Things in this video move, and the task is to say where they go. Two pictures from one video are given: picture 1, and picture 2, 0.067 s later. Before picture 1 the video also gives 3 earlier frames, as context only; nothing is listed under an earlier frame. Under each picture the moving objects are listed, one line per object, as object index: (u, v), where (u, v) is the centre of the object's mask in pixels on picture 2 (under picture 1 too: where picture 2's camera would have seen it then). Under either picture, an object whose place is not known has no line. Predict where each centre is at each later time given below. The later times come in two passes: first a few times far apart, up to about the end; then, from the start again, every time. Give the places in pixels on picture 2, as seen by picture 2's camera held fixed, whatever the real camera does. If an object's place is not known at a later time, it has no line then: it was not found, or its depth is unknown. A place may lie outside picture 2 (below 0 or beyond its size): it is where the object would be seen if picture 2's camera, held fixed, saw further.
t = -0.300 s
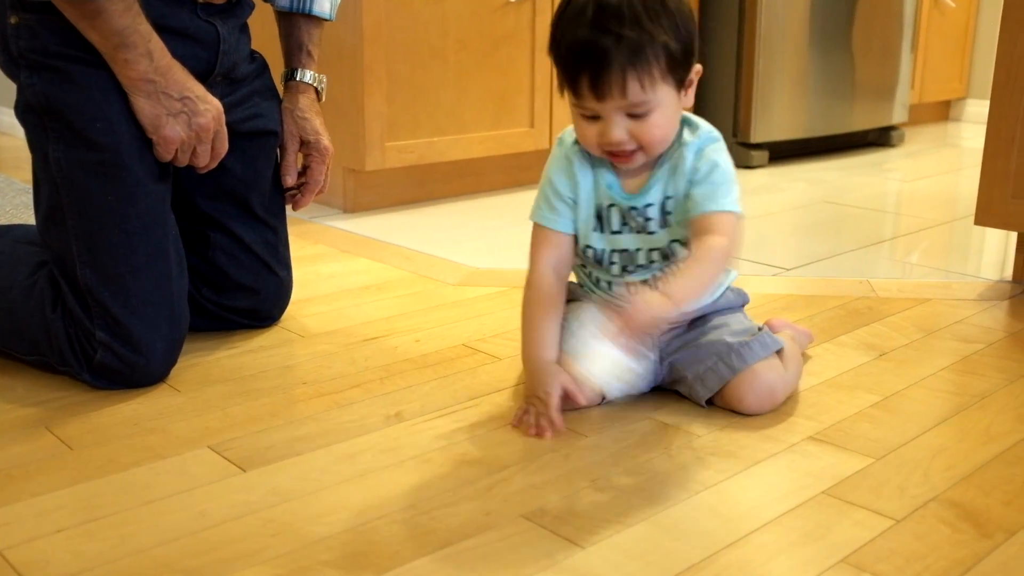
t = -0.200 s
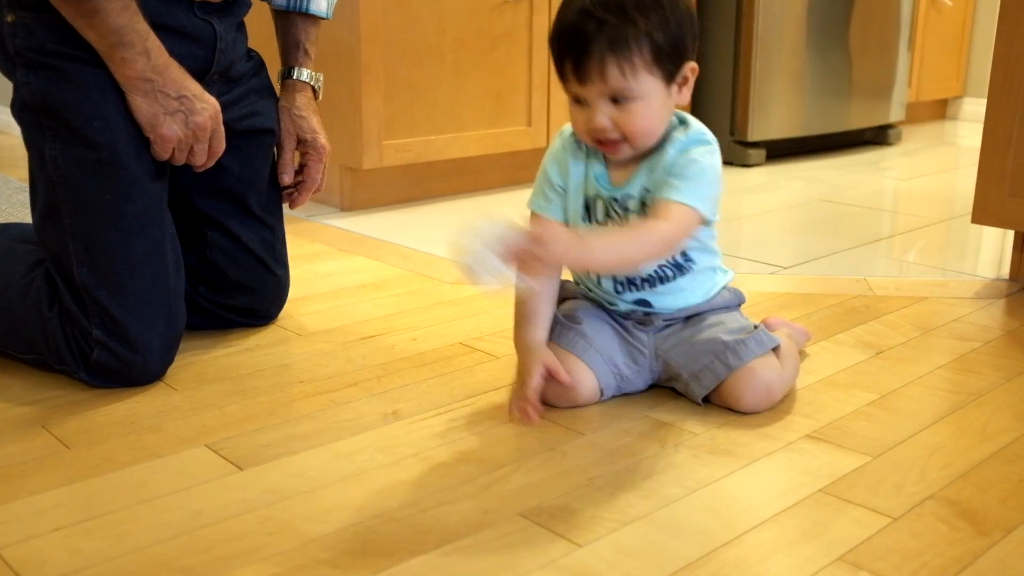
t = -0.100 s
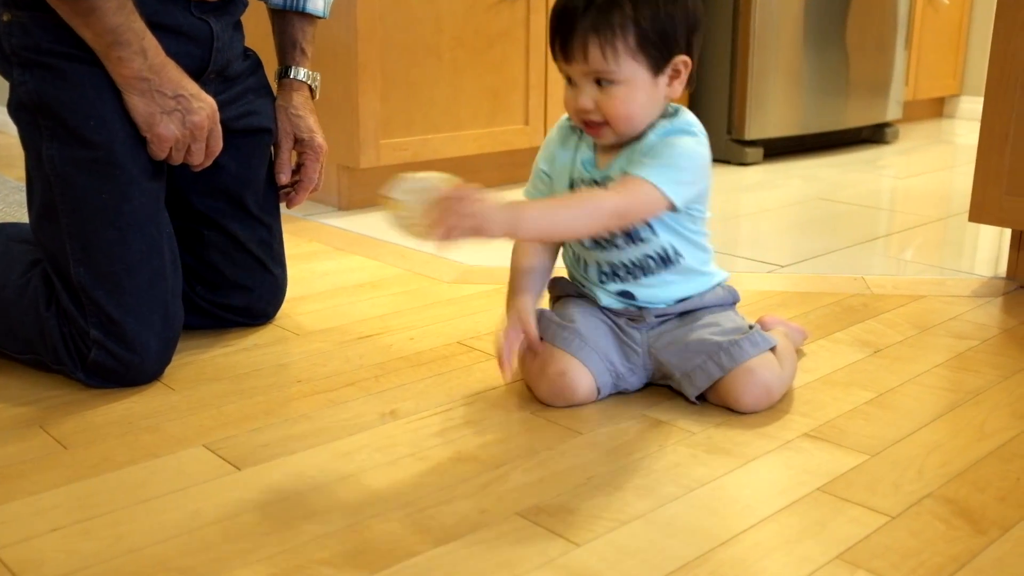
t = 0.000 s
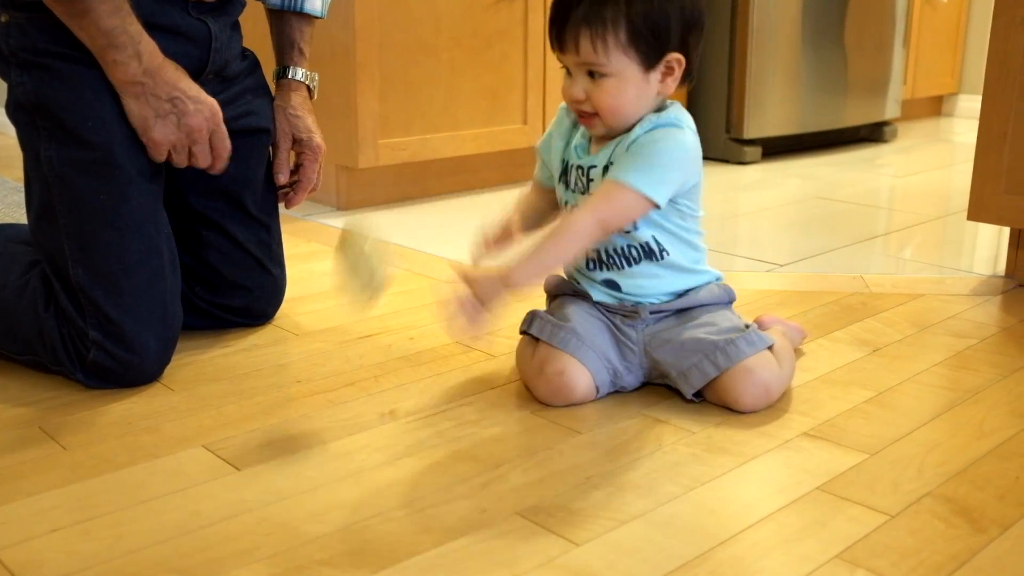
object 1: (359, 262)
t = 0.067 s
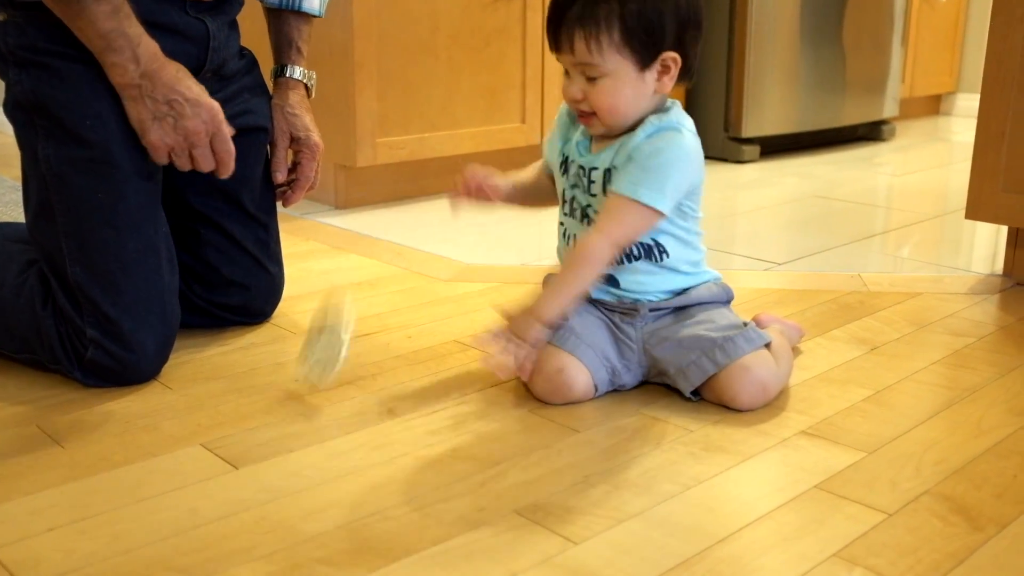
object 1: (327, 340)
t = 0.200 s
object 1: (330, 316)
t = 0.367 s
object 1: (334, 305)
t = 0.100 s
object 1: (323, 355)
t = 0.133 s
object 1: (322, 338)
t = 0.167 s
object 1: (326, 323)
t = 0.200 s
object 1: (330, 316)
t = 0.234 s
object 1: (333, 314)
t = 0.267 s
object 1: (335, 315)
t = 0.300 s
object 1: (335, 307)
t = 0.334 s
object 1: (335, 307)
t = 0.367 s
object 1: (334, 305)
